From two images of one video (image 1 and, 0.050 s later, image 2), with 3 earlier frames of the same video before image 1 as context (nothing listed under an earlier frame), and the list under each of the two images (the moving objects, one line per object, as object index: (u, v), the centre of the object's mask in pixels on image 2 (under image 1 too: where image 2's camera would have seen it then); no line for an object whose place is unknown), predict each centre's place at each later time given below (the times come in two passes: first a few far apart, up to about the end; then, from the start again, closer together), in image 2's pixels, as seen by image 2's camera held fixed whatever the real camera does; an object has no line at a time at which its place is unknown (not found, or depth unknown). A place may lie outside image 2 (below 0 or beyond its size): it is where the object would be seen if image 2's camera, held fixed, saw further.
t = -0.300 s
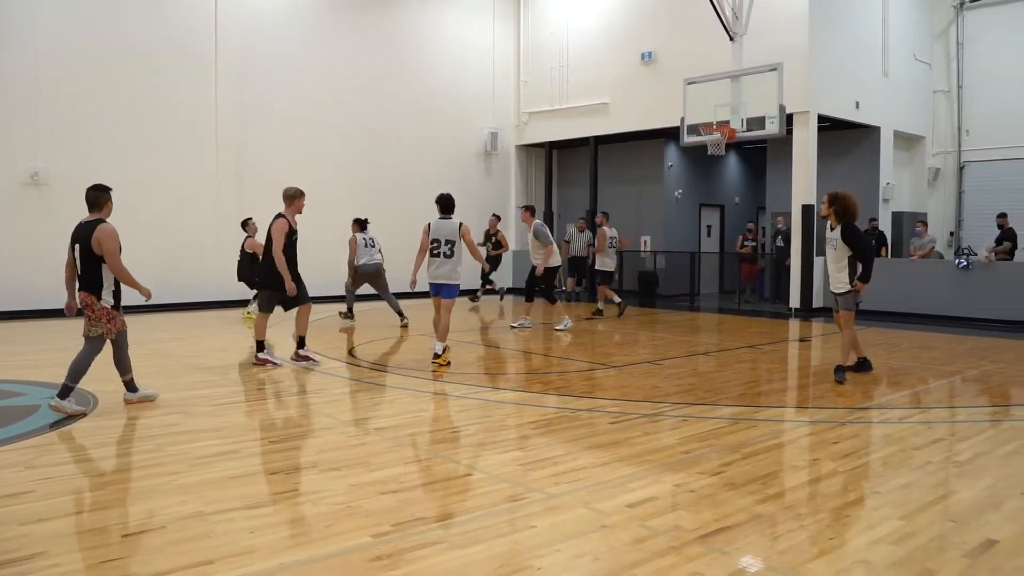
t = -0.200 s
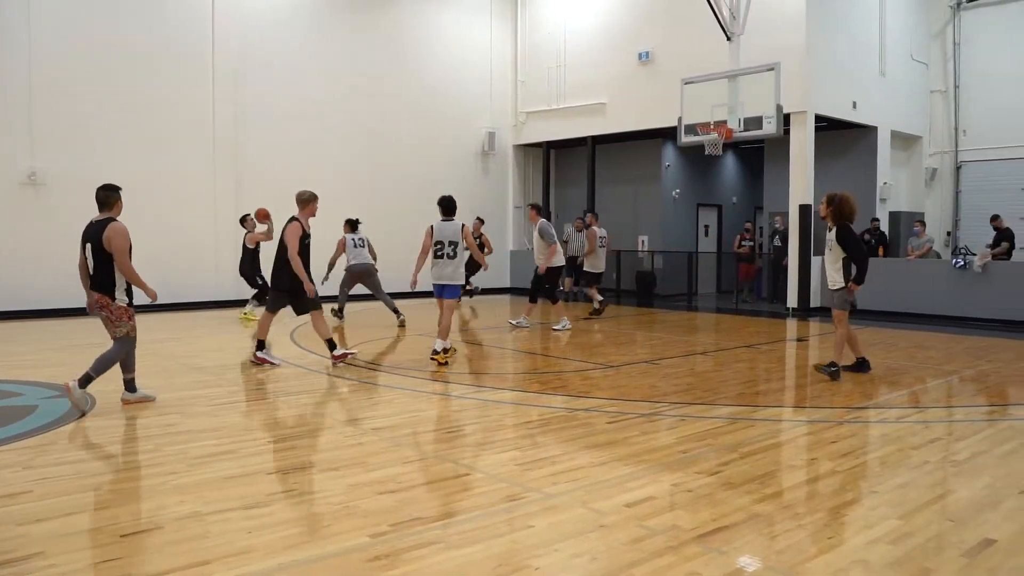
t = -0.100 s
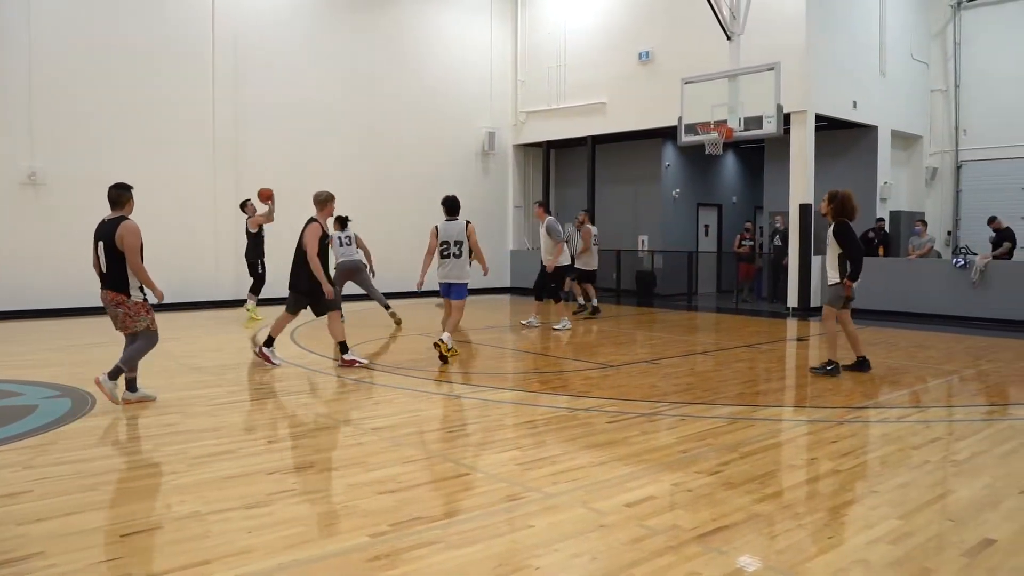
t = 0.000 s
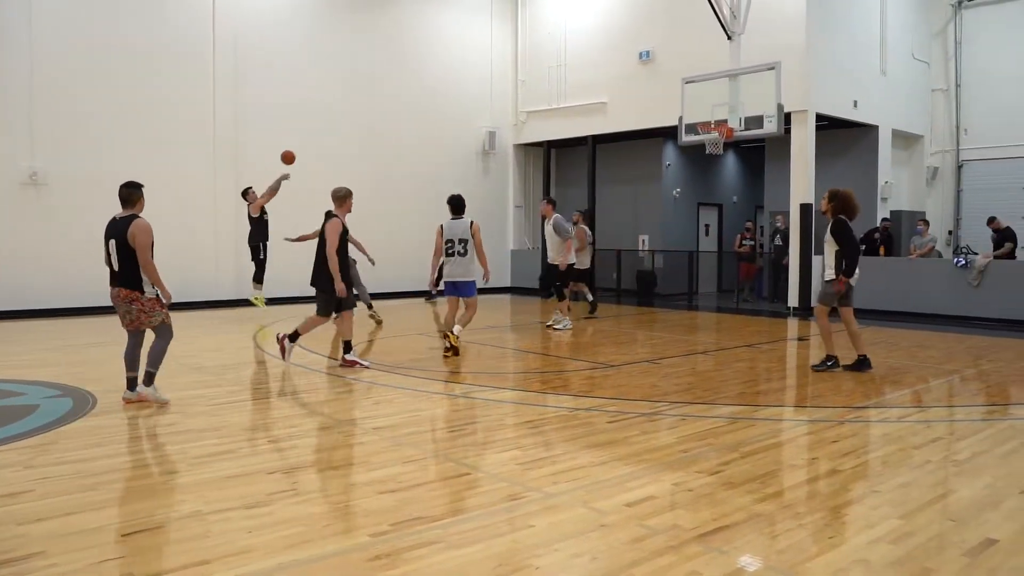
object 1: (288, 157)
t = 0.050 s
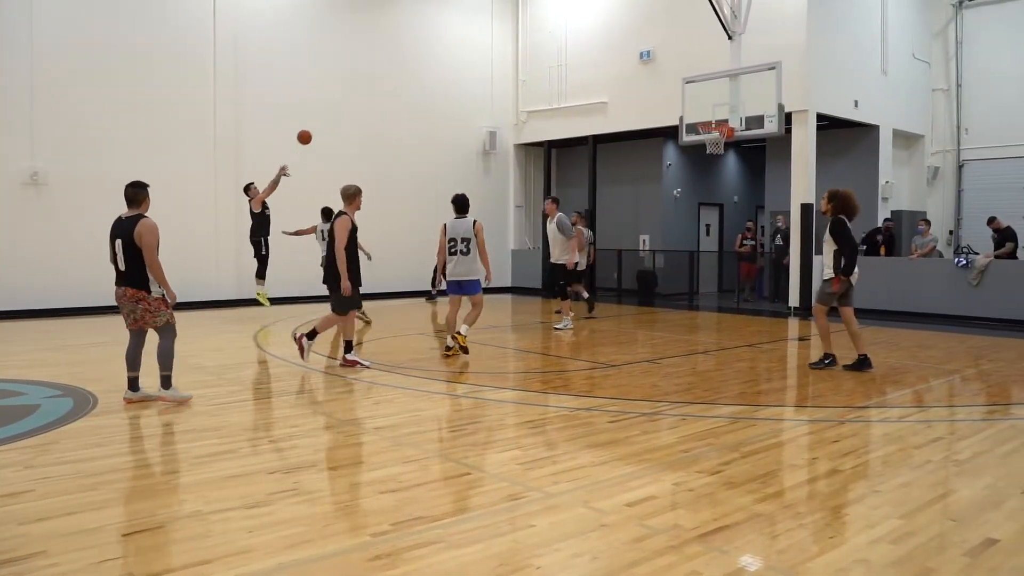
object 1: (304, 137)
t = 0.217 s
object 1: (358, 80)
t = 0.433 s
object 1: (429, 31)
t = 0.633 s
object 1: (494, 11)
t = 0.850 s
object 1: (565, 18)
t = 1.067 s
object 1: (636, 54)
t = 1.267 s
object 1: (699, 114)
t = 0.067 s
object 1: (310, 131)
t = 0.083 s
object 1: (315, 124)
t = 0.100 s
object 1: (321, 118)
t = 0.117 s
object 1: (326, 112)
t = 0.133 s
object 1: (331, 106)
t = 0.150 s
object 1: (337, 101)
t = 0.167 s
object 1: (342, 95)
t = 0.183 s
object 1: (348, 90)
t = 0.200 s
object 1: (353, 85)
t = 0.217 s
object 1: (358, 80)
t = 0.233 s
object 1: (364, 76)
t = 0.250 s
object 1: (369, 71)
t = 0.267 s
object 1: (375, 66)
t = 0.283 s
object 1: (380, 62)
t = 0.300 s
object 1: (386, 58)
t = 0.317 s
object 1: (391, 54)
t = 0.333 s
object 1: (396, 50)
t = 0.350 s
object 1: (402, 47)
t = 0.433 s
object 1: (429, 31)
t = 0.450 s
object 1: (434, 29)
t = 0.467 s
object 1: (440, 26)
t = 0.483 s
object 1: (445, 24)
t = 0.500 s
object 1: (451, 22)
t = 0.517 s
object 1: (456, 20)
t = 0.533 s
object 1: (462, 18)
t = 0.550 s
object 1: (467, 16)
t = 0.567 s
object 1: (473, 15)
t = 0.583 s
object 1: (478, 14)
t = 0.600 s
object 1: (483, 13)
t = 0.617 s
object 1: (489, 12)
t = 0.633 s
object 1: (494, 11)
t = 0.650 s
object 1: (500, 11)
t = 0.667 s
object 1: (505, 10)
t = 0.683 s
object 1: (511, 10)
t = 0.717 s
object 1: (521, 10)
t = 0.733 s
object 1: (527, 10)
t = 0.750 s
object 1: (532, 11)
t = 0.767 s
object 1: (538, 12)
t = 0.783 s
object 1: (543, 13)
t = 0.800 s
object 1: (549, 14)
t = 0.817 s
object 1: (554, 15)
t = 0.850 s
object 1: (565, 18)
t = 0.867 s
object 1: (570, 20)
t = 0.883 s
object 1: (576, 21)
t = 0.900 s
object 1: (581, 24)
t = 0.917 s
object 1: (587, 26)
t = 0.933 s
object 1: (592, 28)
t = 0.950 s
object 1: (598, 31)
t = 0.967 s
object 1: (603, 34)
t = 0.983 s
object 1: (608, 37)
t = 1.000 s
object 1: (614, 40)
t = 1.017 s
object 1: (619, 43)
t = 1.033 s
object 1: (624, 47)
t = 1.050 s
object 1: (630, 50)
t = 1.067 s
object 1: (636, 54)
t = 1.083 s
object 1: (641, 58)
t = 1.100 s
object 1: (646, 62)
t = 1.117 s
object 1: (651, 67)
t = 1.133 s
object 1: (657, 71)
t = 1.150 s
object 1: (662, 76)
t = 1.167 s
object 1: (668, 81)
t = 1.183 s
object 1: (673, 86)
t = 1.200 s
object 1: (678, 92)
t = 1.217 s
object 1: (683, 97)
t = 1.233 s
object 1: (689, 103)
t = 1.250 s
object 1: (694, 108)
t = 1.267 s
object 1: (699, 114)
